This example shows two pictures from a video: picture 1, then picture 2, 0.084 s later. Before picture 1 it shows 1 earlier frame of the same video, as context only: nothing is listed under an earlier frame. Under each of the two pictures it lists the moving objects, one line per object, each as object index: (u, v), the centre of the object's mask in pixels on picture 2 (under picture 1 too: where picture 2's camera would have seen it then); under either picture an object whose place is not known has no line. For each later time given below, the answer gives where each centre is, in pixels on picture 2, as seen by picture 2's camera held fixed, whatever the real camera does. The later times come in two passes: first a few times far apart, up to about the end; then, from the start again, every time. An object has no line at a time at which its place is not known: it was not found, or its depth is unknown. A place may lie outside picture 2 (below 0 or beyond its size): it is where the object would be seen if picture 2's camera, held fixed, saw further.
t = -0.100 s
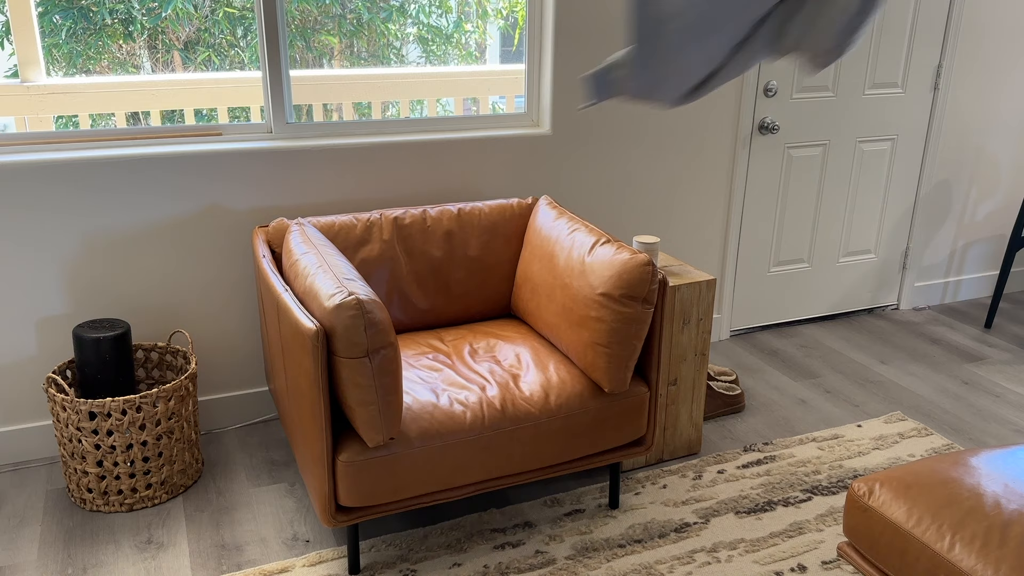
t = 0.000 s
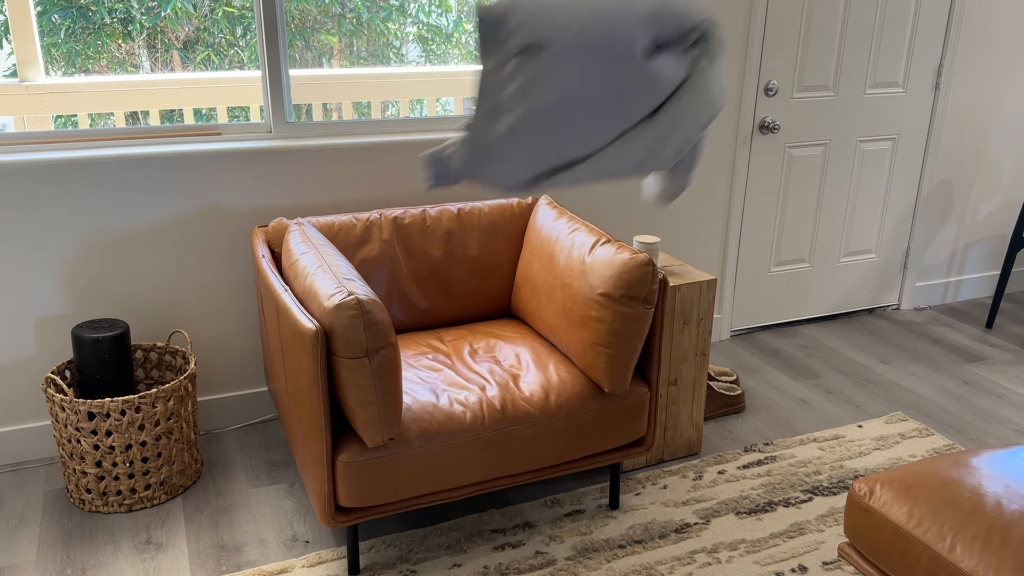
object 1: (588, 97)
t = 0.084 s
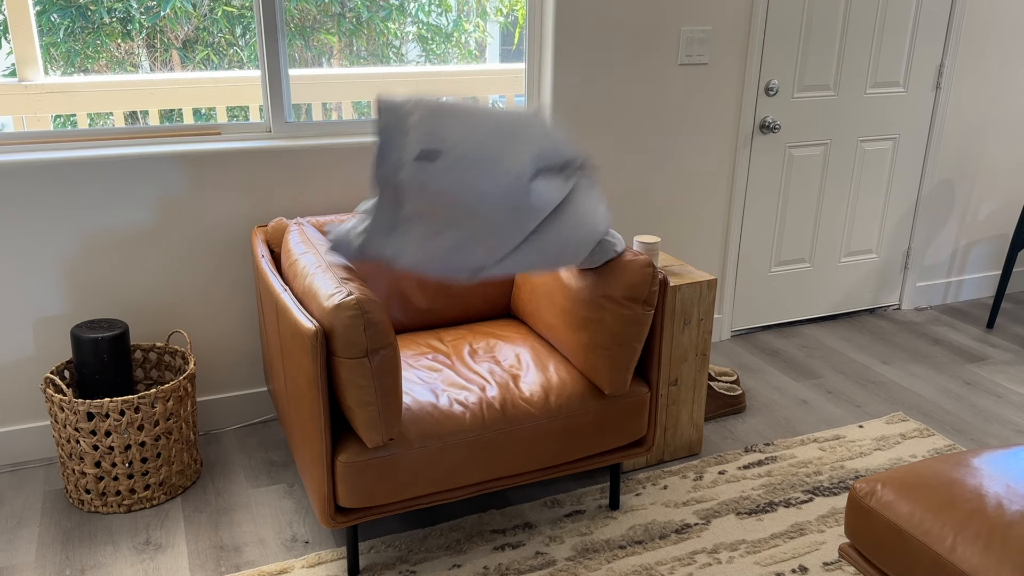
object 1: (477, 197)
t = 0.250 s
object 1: (427, 300)
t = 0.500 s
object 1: (434, 317)
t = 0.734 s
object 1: (438, 321)
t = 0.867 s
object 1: (438, 321)
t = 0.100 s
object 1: (461, 215)
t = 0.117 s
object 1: (453, 230)
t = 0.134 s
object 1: (444, 243)
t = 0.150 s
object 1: (437, 257)
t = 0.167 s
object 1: (434, 273)
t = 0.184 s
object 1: (434, 283)
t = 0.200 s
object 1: (435, 292)
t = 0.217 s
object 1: (434, 298)
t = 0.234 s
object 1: (431, 300)
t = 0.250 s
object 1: (427, 300)
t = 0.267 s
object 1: (422, 299)
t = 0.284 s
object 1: (418, 298)
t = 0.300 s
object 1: (415, 296)
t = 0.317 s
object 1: (415, 295)
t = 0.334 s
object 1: (417, 295)
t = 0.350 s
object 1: (420, 296)
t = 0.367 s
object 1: (422, 296)
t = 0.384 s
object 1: (425, 298)
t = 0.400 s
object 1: (428, 300)
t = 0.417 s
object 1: (430, 302)
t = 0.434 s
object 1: (431, 305)
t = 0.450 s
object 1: (432, 309)
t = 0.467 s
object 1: (433, 312)
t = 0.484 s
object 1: (433, 315)
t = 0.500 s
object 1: (434, 317)
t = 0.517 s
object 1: (435, 319)
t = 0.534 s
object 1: (436, 320)
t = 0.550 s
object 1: (437, 321)
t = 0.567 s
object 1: (437, 321)
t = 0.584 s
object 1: (437, 321)
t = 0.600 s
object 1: (438, 321)
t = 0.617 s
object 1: (438, 321)
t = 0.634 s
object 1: (438, 321)
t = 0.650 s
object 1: (438, 321)
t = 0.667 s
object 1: (437, 321)
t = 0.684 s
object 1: (437, 321)
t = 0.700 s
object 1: (437, 321)
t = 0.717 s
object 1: (437, 321)
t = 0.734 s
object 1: (438, 321)
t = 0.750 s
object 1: (438, 321)
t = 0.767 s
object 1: (438, 321)
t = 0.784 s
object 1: (438, 321)
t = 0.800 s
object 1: (438, 321)
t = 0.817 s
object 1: (438, 321)
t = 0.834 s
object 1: (438, 321)
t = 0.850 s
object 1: (438, 321)
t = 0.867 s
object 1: (438, 321)
